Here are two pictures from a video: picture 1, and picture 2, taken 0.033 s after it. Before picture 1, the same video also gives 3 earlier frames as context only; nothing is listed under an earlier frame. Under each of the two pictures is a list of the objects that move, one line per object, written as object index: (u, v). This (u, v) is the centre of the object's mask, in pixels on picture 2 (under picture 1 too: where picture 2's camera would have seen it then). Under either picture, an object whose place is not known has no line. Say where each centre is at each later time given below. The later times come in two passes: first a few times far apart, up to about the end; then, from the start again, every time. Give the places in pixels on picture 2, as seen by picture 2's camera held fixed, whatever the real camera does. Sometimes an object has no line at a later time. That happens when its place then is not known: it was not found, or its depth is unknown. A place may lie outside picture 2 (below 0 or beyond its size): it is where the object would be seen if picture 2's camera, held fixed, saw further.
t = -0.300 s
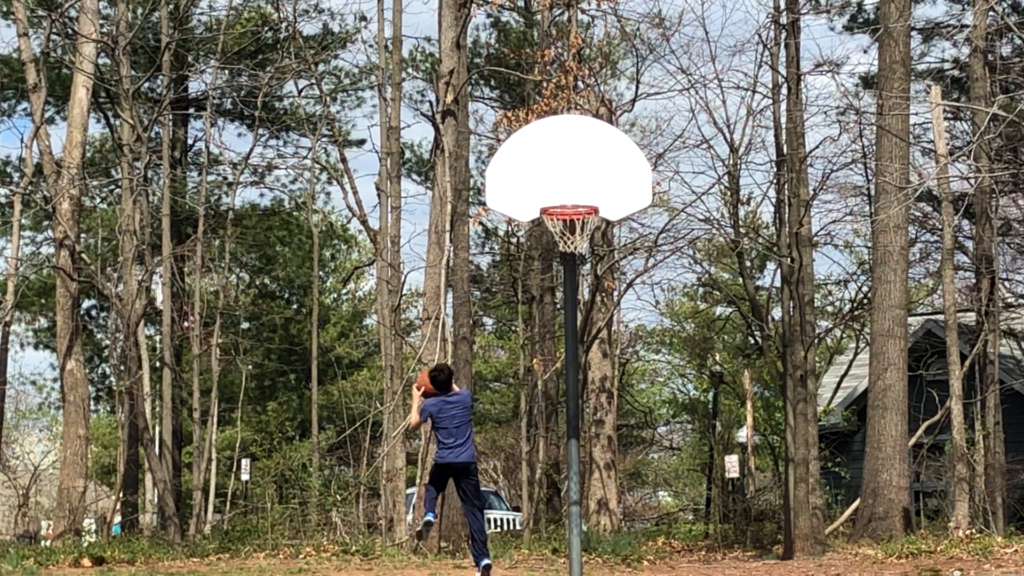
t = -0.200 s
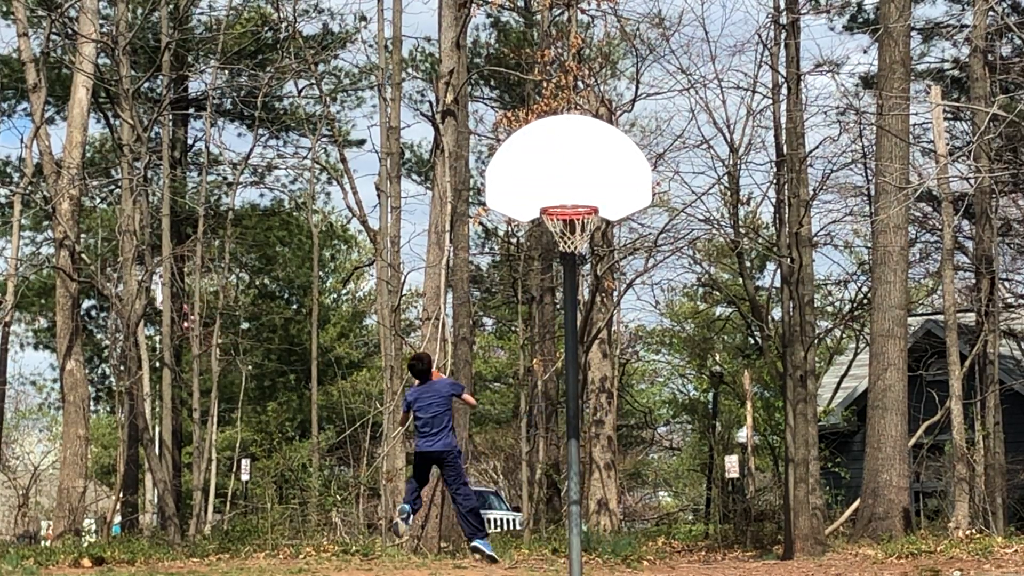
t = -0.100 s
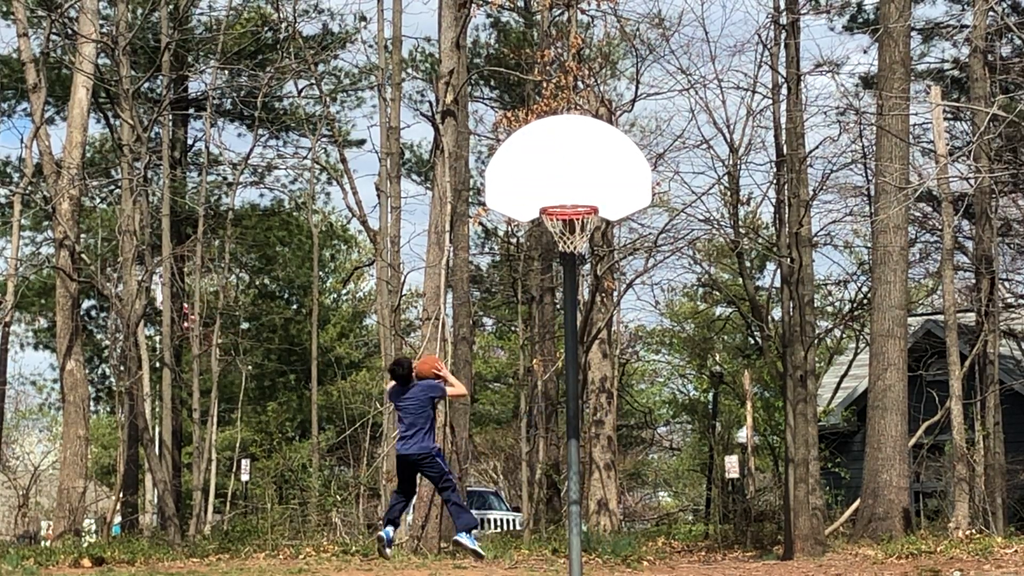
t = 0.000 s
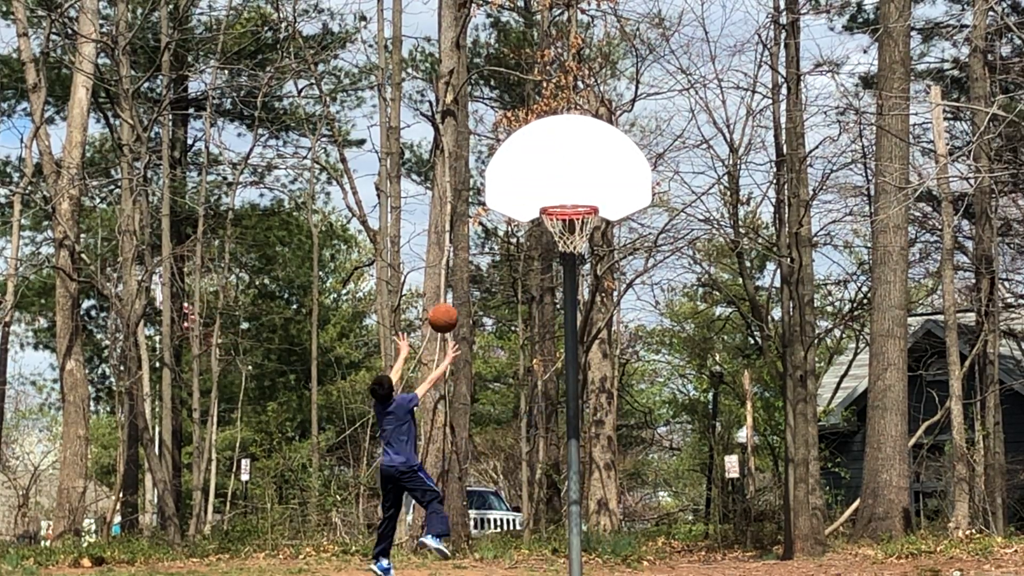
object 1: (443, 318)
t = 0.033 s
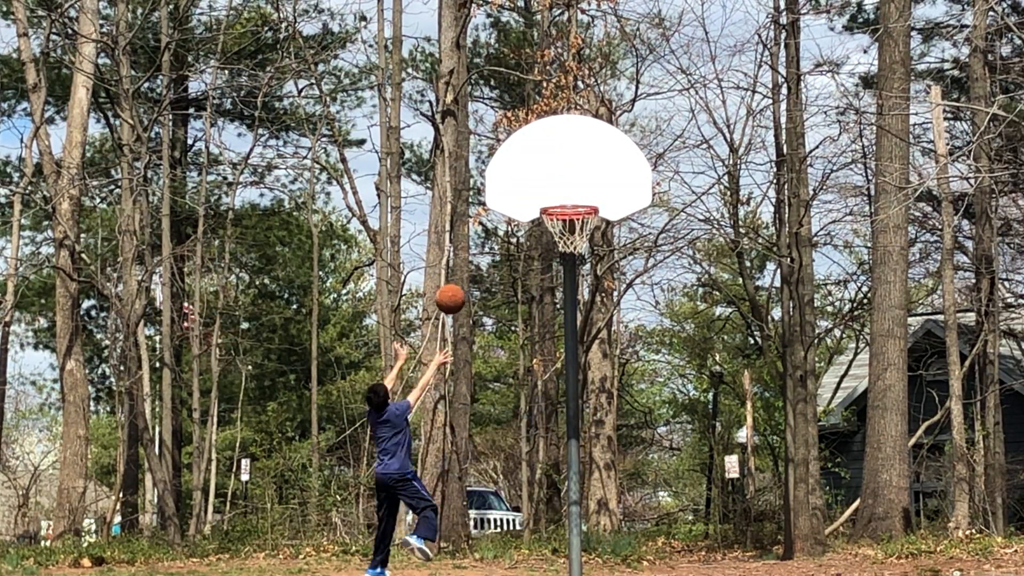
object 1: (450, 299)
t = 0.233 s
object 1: (492, 216)
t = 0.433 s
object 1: (527, 188)
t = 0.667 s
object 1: (542, 182)
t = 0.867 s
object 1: (549, 197)
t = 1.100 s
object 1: (557, 246)
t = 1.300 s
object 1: (566, 344)
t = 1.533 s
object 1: (578, 526)
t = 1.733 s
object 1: (583, 455)
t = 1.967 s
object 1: (588, 345)
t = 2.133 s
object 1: (593, 309)
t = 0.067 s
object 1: (457, 281)
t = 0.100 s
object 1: (464, 266)
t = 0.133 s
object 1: (471, 251)
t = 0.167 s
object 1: (479, 238)
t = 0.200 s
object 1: (485, 226)
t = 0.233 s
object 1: (492, 216)
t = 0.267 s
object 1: (499, 207)
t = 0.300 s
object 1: (506, 200)
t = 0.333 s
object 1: (513, 193)
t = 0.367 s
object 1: (520, 189)
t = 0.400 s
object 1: (524, 188)
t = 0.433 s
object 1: (527, 188)
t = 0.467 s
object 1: (531, 189)
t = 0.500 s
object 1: (534, 191)
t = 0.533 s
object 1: (538, 194)
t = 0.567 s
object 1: (539, 189)
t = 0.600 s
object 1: (540, 186)
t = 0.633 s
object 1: (541, 183)
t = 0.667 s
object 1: (542, 182)
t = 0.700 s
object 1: (543, 182)
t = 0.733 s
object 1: (544, 183)
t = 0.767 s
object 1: (546, 186)
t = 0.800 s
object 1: (547, 190)
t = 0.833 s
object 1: (548, 195)
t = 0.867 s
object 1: (549, 197)
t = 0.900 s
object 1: (550, 200)
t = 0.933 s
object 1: (552, 205)
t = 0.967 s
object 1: (552, 211)
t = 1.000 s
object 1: (554, 218)
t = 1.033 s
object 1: (555, 226)
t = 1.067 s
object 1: (556, 236)
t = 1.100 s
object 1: (557, 246)
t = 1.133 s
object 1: (558, 260)
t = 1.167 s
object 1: (560, 274)
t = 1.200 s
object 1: (561, 289)
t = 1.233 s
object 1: (562, 306)
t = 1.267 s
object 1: (564, 324)
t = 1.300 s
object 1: (566, 344)
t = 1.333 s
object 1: (567, 366)
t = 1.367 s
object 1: (569, 389)
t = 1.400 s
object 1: (571, 413)
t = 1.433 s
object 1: (573, 439)
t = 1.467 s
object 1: (574, 467)
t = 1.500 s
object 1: (576, 495)
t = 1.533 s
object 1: (578, 526)
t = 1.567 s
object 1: (580, 559)
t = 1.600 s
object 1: (581, 549)
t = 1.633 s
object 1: (582, 524)
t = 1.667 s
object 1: (582, 500)
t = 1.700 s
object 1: (582, 477)
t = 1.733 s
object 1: (583, 455)
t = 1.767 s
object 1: (583, 436)
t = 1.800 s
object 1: (584, 416)
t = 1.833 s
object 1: (584, 400)
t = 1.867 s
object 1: (585, 384)
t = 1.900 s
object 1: (586, 370)
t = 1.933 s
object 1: (587, 357)
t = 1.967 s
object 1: (588, 345)
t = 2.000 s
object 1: (589, 336)
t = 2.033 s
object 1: (590, 326)
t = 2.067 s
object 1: (591, 319)
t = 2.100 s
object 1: (591, 314)
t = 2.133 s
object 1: (593, 309)
